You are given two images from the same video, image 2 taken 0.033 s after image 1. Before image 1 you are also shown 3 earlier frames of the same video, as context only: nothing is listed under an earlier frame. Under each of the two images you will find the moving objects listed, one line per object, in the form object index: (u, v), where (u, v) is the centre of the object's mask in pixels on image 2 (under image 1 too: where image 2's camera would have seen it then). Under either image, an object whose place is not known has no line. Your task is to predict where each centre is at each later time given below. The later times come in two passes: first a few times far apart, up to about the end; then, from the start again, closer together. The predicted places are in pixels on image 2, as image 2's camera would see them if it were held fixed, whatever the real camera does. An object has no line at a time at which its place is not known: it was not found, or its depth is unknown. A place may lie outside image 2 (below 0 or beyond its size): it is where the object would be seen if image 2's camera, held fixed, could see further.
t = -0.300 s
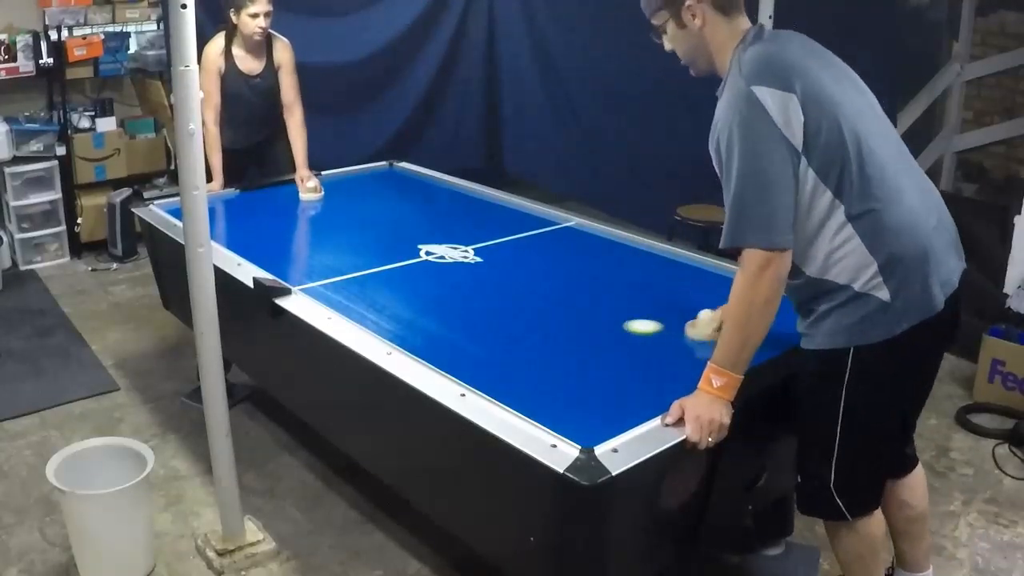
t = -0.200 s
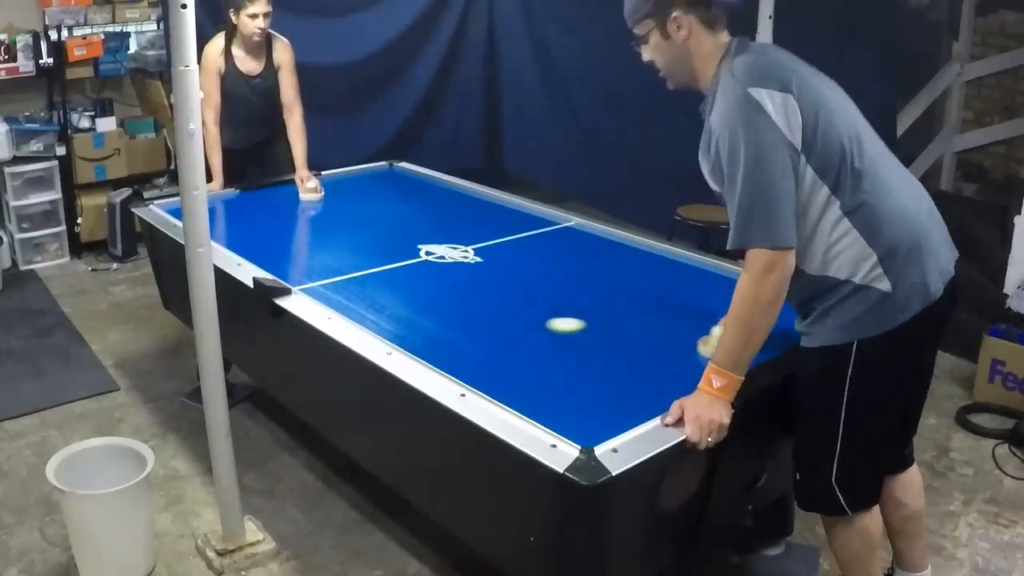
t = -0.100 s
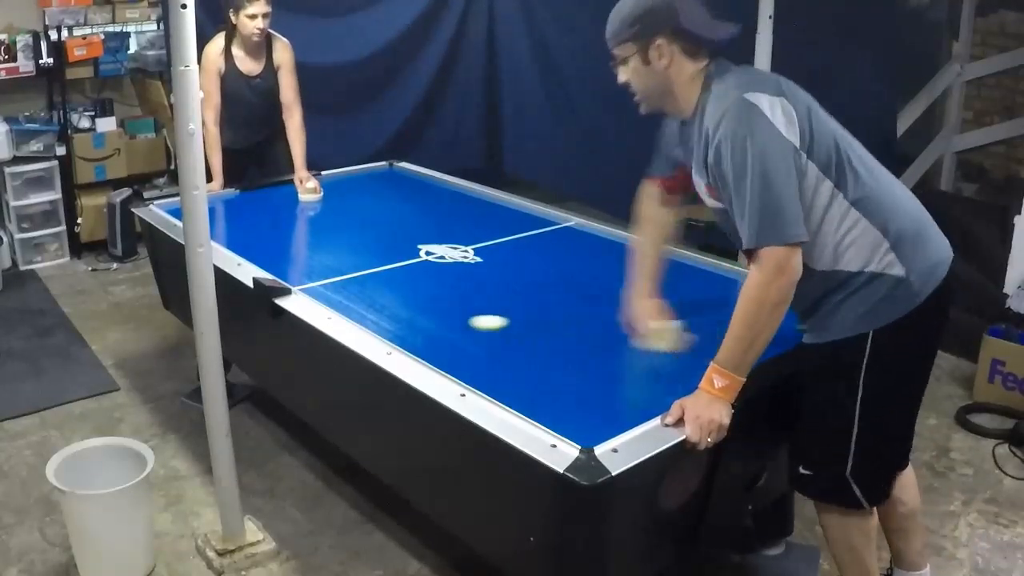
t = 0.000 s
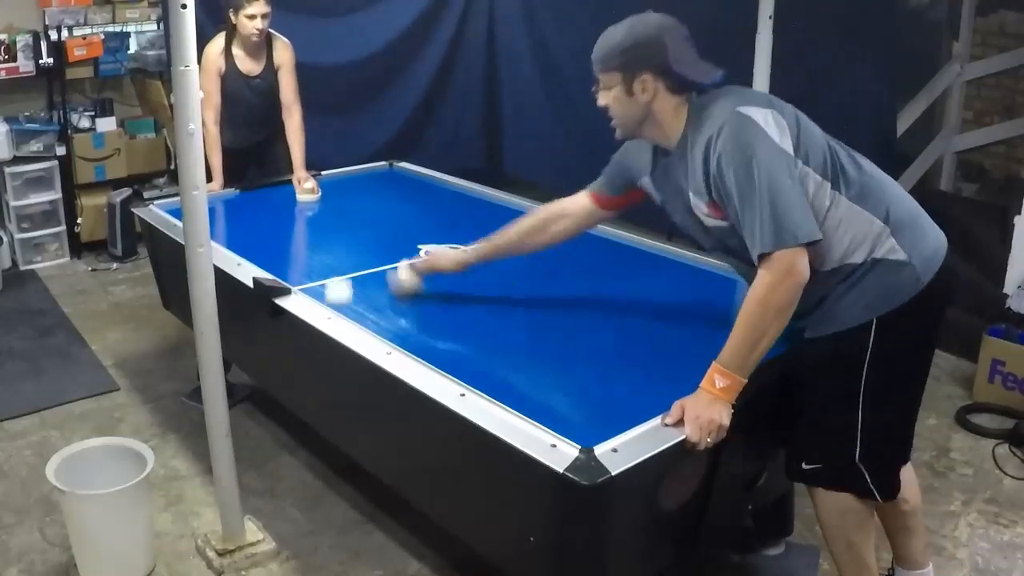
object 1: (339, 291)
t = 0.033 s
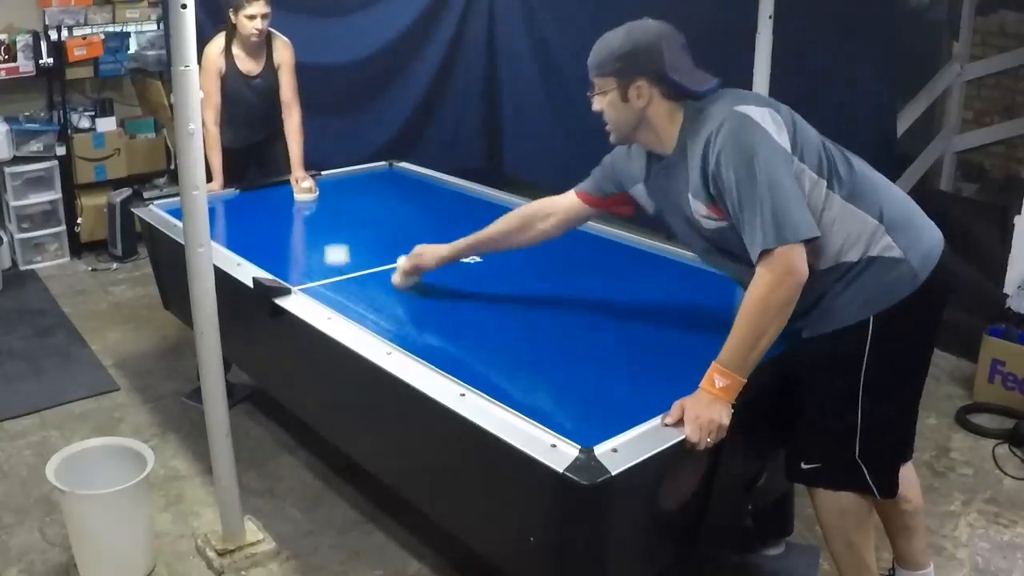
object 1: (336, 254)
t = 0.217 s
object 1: (446, 188)
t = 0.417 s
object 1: (495, 298)
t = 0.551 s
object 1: (592, 429)
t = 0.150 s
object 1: (348, 179)
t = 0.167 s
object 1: (375, 181)
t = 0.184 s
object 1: (401, 183)
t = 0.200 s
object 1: (428, 185)
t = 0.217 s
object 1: (446, 188)
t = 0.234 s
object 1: (449, 195)
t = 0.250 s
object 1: (452, 202)
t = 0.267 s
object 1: (456, 209)
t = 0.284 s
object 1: (459, 217)
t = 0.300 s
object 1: (463, 225)
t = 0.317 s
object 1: (467, 234)
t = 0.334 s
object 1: (471, 242)
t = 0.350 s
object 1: (475, 252)
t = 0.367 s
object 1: (480, 263)
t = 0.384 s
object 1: (484, 273)
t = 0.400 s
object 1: (489, 286)
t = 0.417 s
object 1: (495, 298)
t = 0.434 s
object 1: (501, 312)
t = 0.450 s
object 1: (507, 327)
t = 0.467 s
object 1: (514, 343)
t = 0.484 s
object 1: (521, 361)
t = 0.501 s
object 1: (529, 380)
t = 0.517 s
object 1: (538, 401)
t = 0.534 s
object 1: (557, 420)
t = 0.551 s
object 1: (592, 429)
